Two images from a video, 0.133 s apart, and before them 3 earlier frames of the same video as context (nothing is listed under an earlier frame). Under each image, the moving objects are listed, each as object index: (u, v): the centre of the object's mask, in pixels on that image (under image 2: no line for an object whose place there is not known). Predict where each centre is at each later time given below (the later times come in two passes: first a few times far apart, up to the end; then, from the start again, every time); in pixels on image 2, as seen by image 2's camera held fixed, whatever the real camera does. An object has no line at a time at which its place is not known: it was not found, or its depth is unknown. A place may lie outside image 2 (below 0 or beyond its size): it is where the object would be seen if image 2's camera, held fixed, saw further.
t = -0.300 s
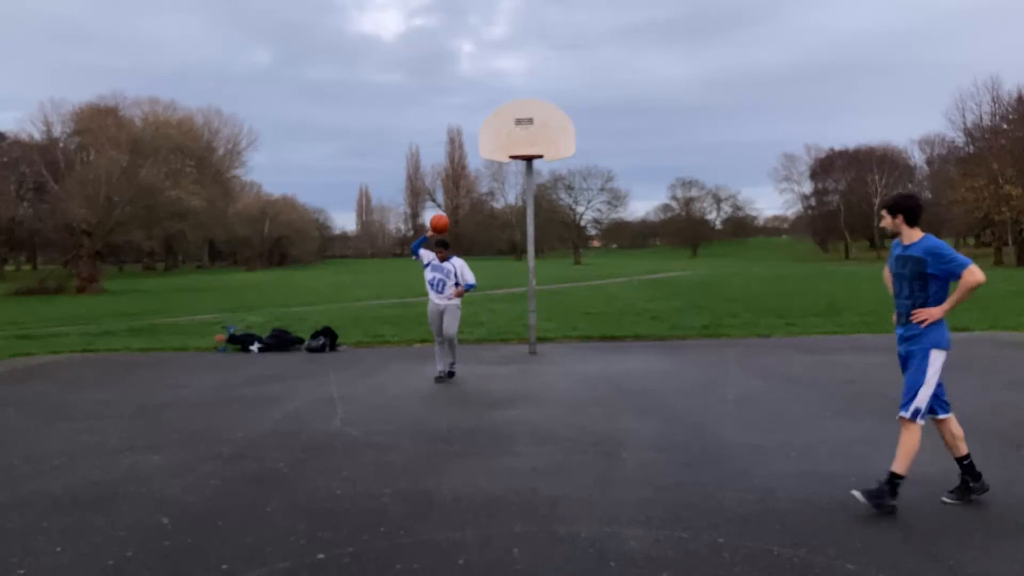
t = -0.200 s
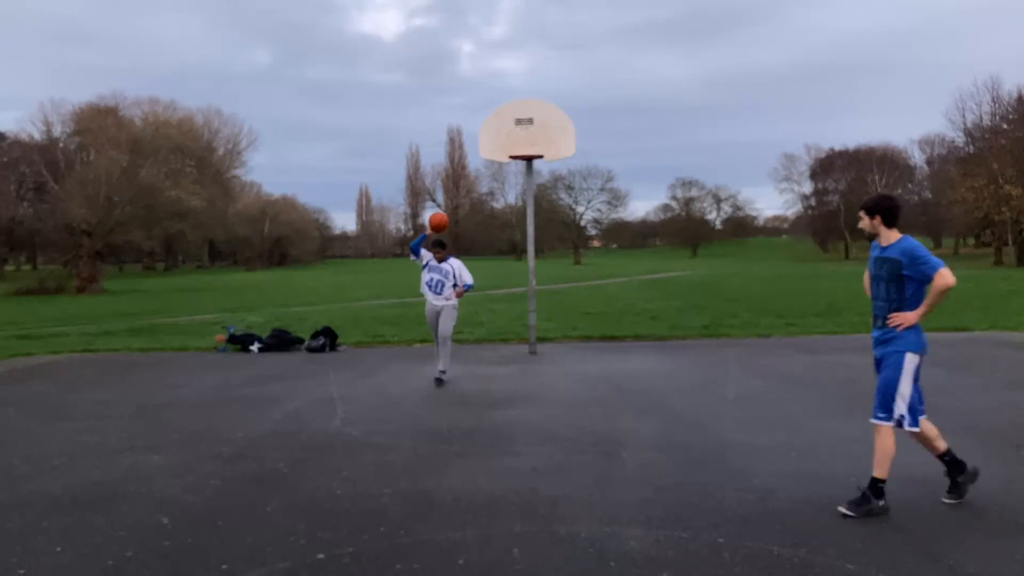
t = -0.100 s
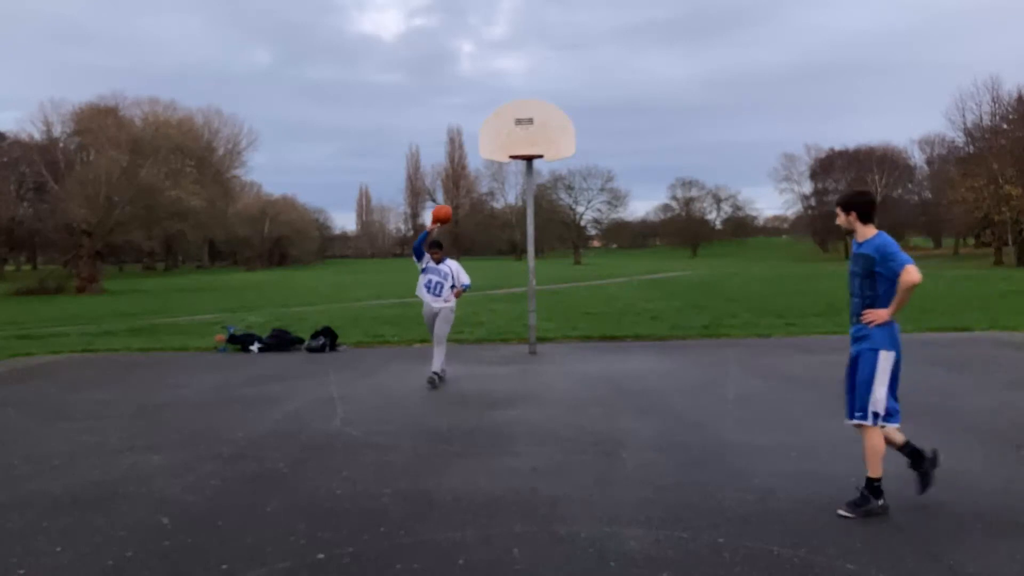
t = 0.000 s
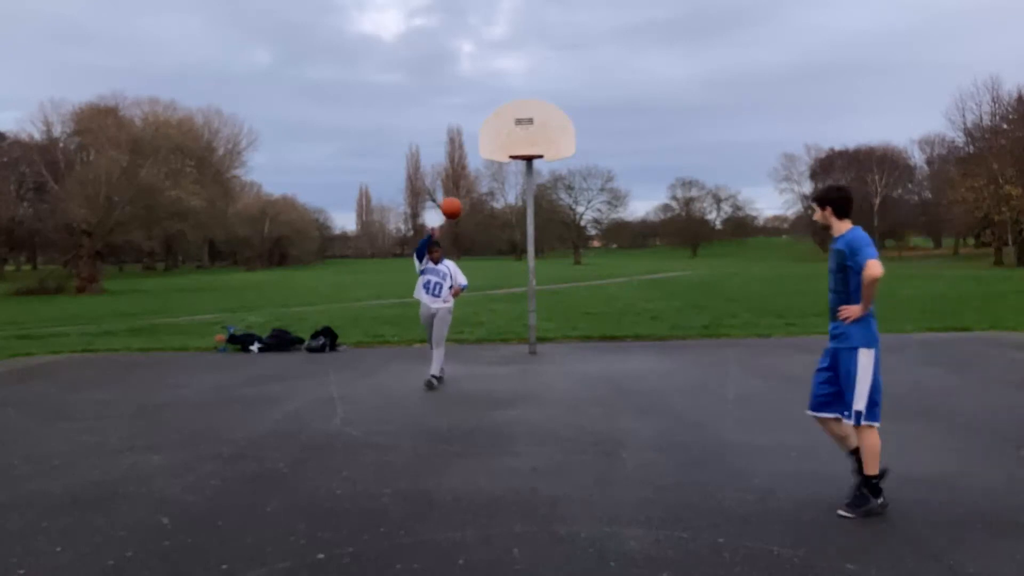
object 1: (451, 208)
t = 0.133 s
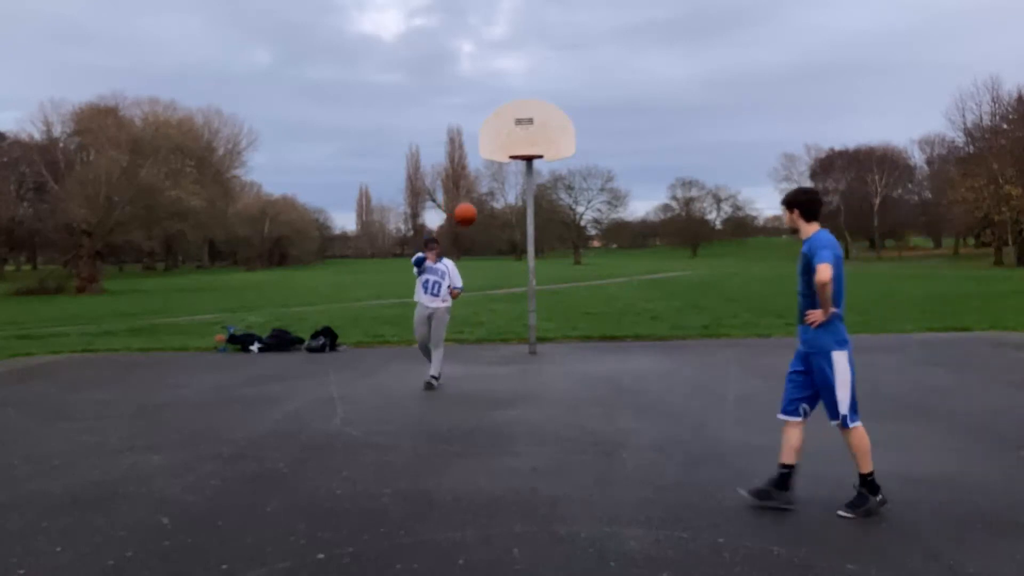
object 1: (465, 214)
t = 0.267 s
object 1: (481, 239)
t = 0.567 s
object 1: (527, 386)
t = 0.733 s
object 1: (545, 368)
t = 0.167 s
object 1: (469, 218)
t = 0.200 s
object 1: (473, 224)
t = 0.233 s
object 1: (477, 231)
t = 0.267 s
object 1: (481, 239)
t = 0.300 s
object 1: (486, 249)
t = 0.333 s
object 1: (490, 260)
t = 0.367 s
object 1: (495, 272)
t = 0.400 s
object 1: (499, 287)
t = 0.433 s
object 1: (504, 303)
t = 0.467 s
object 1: (510, 320)
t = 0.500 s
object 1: (515, 340)
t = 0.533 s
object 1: (521, 362)
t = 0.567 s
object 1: (527, 386)
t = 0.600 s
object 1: (534, 412)
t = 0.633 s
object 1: (538, 423)
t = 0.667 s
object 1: (541, 403)
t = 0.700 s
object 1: (542, 385)
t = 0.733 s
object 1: (545, 368)
